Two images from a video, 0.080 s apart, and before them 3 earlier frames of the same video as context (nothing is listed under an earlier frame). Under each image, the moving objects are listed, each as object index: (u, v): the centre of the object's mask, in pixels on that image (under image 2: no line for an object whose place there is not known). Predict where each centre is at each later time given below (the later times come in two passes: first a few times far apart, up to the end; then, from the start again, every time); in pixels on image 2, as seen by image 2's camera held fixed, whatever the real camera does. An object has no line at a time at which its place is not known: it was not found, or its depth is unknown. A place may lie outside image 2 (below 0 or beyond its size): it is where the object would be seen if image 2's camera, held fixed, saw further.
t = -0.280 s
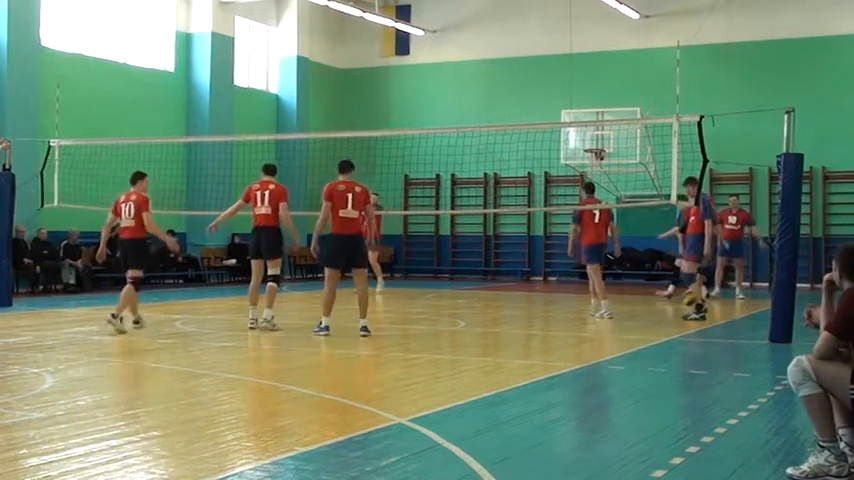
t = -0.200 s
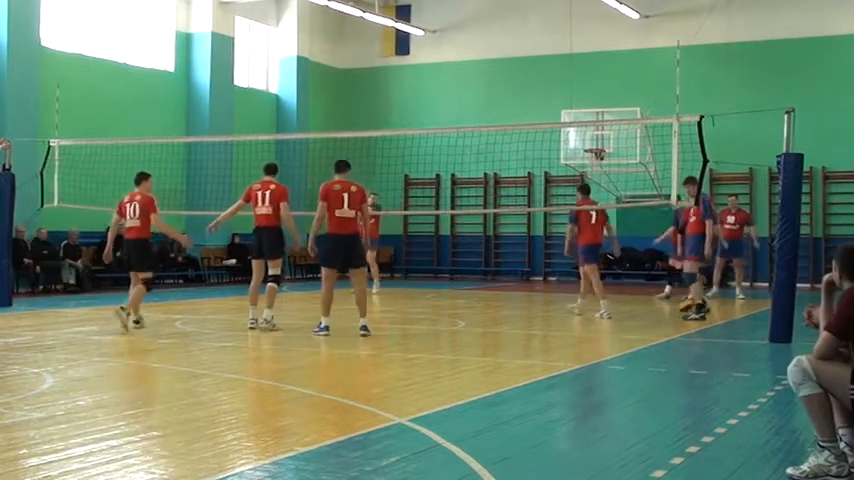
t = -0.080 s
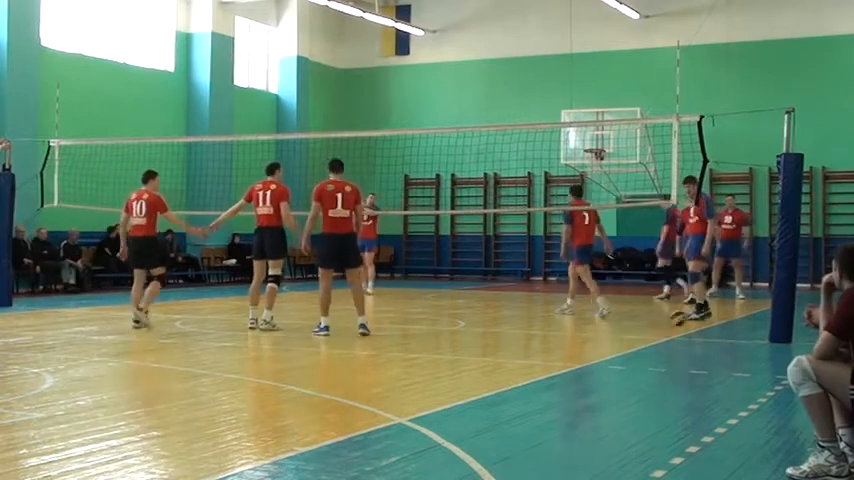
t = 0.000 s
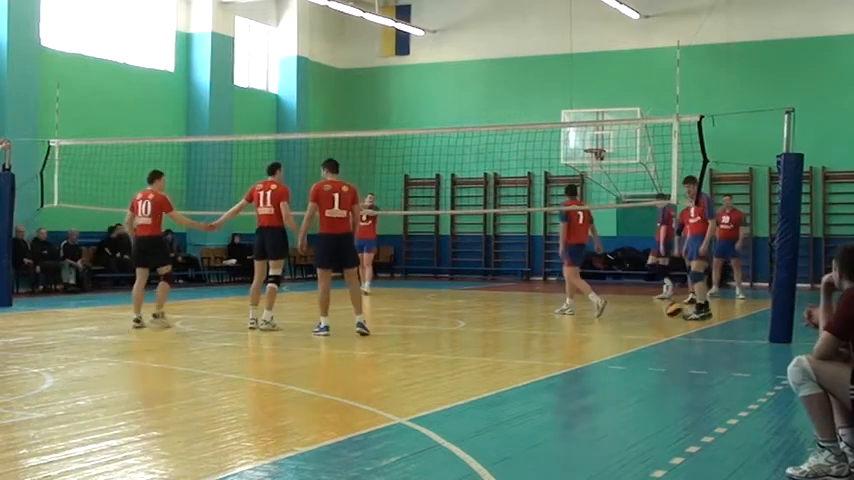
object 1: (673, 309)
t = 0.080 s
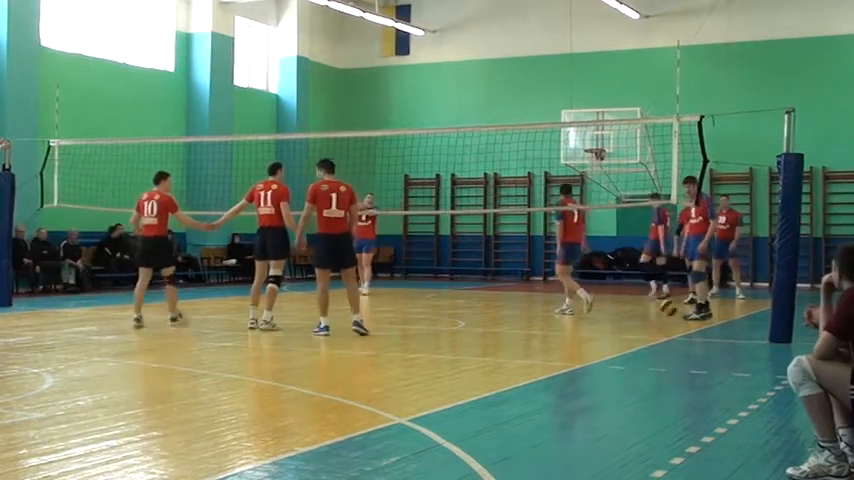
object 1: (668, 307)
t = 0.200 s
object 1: (661, 312)
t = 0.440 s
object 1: (645, 319)
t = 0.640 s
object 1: (630, 333)
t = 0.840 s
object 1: (616, 330)
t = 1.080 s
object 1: (597, 338)
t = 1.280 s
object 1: (581, 351)
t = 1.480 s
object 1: (563, 360)
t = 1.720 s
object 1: (538, 363)
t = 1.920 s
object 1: (515, 373)
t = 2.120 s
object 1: (491, 384)
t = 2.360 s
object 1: (459, 395)
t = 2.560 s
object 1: (430, 404)
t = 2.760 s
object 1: (396, 417)
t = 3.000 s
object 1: (351, 434)
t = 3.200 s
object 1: (307, 451)
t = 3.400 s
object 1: (257, 464)
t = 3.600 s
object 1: (199, 473)
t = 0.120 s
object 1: (665, 308)
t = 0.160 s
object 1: (663, 310)
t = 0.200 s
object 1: (661, 312)
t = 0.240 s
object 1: (658, 319)
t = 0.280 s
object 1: (655, 324)
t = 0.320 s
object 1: (652, 328)
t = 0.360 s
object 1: (650, 324)
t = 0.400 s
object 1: (648, 321)
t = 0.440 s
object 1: (645, 319)
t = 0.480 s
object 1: (641, 319)
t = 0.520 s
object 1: (638, 322)
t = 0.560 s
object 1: (636, 323)
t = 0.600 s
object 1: (634, 328)
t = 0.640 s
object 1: (630, 333)
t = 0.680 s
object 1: (628, 336)
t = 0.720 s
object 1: (624, 332)
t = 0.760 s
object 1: (622, 329)
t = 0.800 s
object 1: (620, 329)
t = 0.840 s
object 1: (616, 330)
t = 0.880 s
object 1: (613, 332)
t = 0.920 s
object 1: (609, 336)
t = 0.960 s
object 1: (607, 342)
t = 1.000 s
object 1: (603, 344)
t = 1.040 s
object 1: (601, 341)
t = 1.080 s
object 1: (597, 338)
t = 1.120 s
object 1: (594, 340)
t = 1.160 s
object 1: (590, 342)
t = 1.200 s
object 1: (588, 346)
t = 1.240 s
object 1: (584, 352)
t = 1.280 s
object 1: (581, 351)
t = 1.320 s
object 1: (577, 348)
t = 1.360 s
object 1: (573, 348)
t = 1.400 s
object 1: (569, 351)
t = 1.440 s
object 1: (566, 354)
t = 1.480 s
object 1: (563, 360)
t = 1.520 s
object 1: (559, 358)
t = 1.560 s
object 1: (555, 357)
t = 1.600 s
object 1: (550, 358)
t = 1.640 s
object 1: (547, 362)
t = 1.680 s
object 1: (542, 366)
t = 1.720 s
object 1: (538, 363)
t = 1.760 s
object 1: (533, 365)
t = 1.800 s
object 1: (529, 368)
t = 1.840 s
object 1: (524, 371)
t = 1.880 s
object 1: (520, 371)
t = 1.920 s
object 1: (515, 373)
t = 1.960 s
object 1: (510, 374)
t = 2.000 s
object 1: (505, 379)
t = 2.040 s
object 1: (501, 377)
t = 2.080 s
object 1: (495, 378)
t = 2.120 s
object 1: (491, 384)
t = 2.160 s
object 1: (486, 384)
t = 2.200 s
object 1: (480, 384)
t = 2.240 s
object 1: (476, 389)
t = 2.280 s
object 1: (470, 390)
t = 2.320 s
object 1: (464, 390)
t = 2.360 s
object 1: (459, 395)
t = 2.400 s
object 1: (453, 396)
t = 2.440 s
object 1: (447, 396)
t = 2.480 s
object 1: (442, 401)
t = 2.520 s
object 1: (435, 401)
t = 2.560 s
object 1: (430, 404)
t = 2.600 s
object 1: (423, 407)
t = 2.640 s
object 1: (417, 408)
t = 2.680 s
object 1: (410, 413)
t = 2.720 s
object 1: (403, 413)
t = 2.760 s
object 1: (396, 417)
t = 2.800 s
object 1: (389, 418)
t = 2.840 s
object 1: (382, 422)
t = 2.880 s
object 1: (374, 425)
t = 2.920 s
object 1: (366, 428)
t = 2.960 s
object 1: (359, 431)
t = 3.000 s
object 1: (351, 434)
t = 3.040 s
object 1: (342, 437)
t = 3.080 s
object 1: (334, 441)
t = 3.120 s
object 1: (325, 444)
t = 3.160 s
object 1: (317, 447)
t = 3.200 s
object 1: (307, 451)
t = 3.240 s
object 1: (297, 454)
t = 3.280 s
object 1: (288, 459)
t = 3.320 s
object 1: (278, 460)
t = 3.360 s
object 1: (268, 462)
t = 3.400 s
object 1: (257, 464)
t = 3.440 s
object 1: (246, 465)
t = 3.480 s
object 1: (235, 468)
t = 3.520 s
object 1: (223, 469)
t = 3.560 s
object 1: (214, 472)
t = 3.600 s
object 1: (199, 473)
